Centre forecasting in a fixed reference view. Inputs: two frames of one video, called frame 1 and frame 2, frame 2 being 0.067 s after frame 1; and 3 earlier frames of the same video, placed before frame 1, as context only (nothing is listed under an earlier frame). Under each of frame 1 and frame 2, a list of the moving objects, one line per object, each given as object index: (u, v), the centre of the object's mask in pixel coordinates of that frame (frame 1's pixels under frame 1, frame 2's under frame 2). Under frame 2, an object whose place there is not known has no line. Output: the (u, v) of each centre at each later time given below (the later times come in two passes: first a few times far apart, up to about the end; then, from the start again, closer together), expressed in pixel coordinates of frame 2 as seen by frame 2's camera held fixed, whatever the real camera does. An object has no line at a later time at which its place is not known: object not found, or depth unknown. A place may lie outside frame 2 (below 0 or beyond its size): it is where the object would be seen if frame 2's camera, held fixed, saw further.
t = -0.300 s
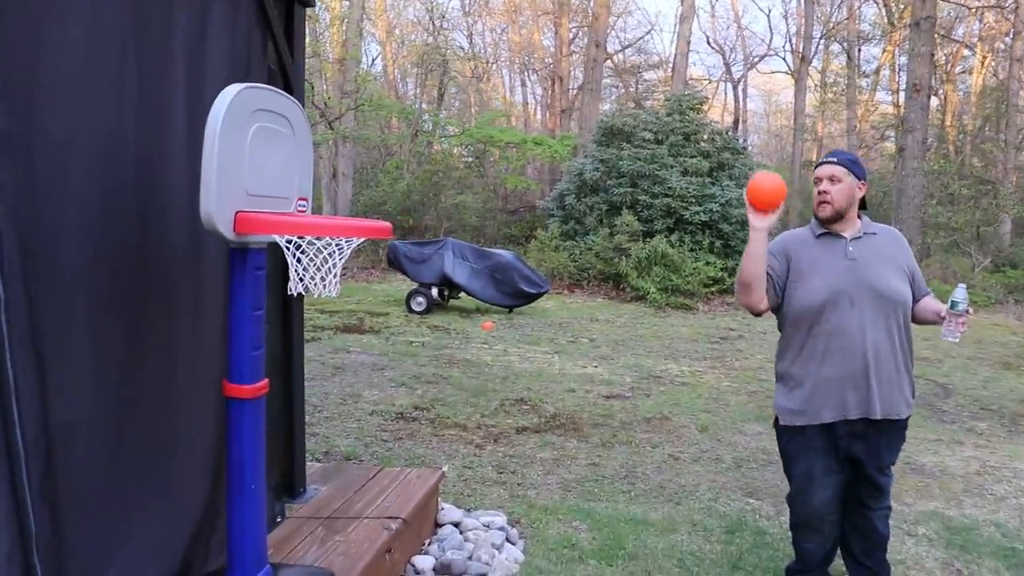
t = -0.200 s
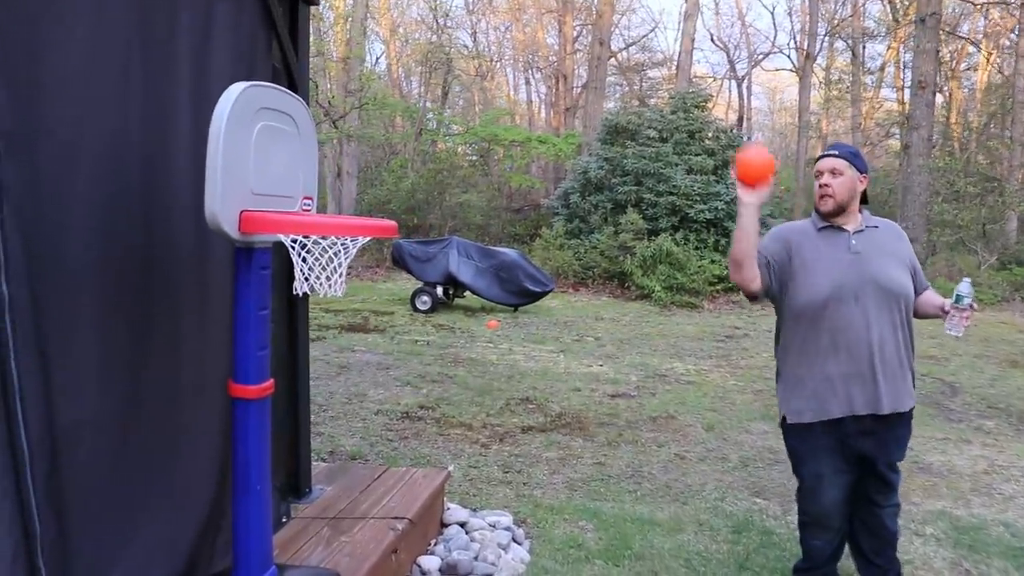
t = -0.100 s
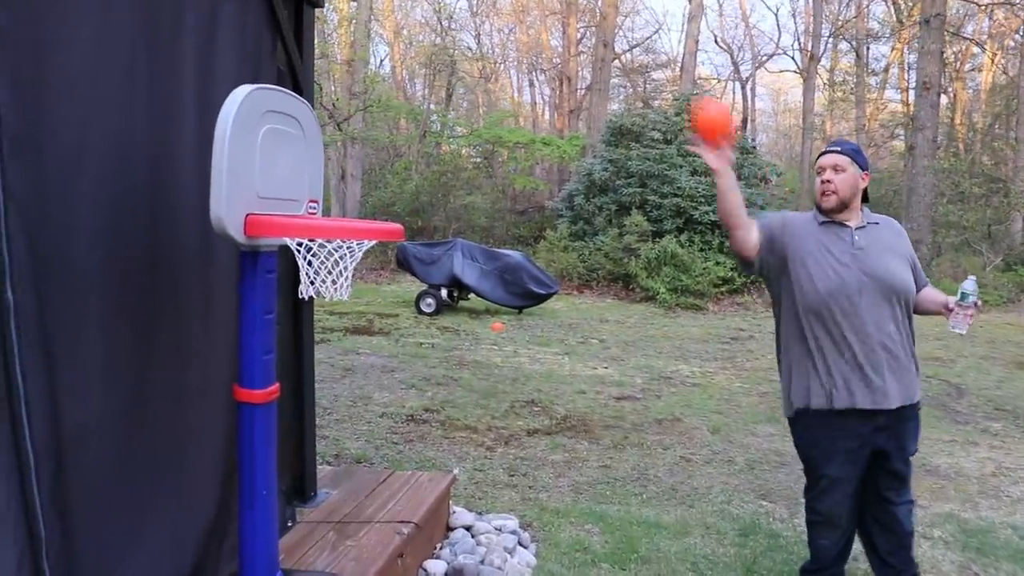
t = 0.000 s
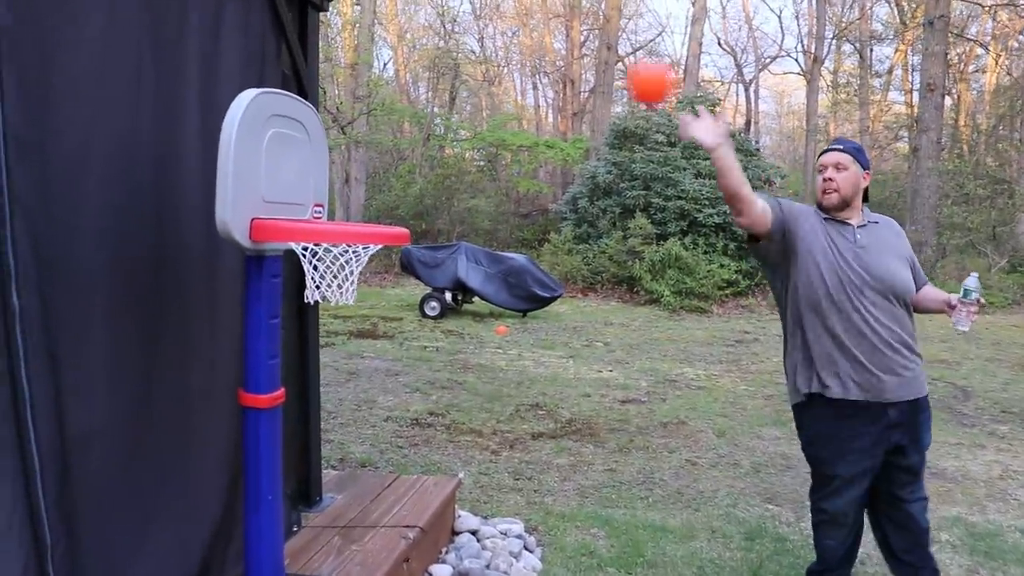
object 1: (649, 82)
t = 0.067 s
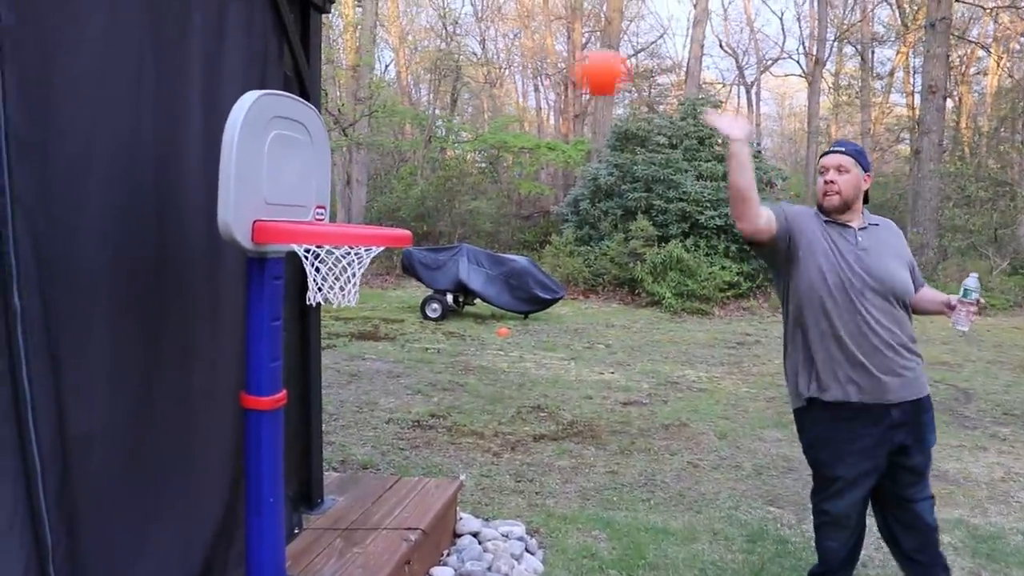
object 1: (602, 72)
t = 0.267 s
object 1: (411, 134)
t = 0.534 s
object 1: (380, 188)
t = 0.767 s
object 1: (479, 273)
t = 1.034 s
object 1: (561, 549)
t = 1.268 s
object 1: (592, 568)
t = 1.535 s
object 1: (596, 521)
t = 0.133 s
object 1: (548, 72)
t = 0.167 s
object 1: (512, 83)
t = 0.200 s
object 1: (480, 94)
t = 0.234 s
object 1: (448, 110)
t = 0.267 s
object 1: (411, 134)
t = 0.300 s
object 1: (374, 162)
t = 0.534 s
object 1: (380, 188)
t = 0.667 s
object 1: (442, 218)
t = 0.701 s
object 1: (454, 231)
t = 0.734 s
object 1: (467, 250)
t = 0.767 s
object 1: (479, 273)
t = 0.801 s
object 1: (490, 299)
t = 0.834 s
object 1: (500, 329)
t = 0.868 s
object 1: (511, 363)
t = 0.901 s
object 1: (521, 398)
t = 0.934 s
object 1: (531, 437)
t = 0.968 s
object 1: (542, 479)
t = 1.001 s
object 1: (553, 522)
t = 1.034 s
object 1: (561, 549)
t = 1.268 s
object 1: (592, 568)
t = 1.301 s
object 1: (593, 561)
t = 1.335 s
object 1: (593, 552)
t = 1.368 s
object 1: (594, 539)
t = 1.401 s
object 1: (594, 529)
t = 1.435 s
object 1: (595, 522)
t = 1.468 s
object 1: (595, 519)
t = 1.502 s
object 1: (596, 519)
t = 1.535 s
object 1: (596, 521)
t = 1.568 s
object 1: (598, 527)
